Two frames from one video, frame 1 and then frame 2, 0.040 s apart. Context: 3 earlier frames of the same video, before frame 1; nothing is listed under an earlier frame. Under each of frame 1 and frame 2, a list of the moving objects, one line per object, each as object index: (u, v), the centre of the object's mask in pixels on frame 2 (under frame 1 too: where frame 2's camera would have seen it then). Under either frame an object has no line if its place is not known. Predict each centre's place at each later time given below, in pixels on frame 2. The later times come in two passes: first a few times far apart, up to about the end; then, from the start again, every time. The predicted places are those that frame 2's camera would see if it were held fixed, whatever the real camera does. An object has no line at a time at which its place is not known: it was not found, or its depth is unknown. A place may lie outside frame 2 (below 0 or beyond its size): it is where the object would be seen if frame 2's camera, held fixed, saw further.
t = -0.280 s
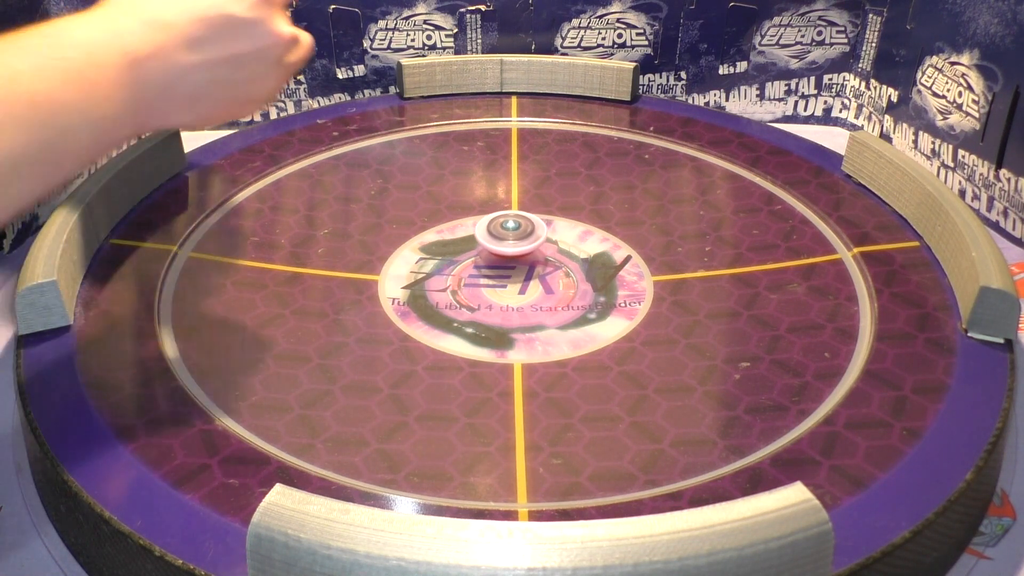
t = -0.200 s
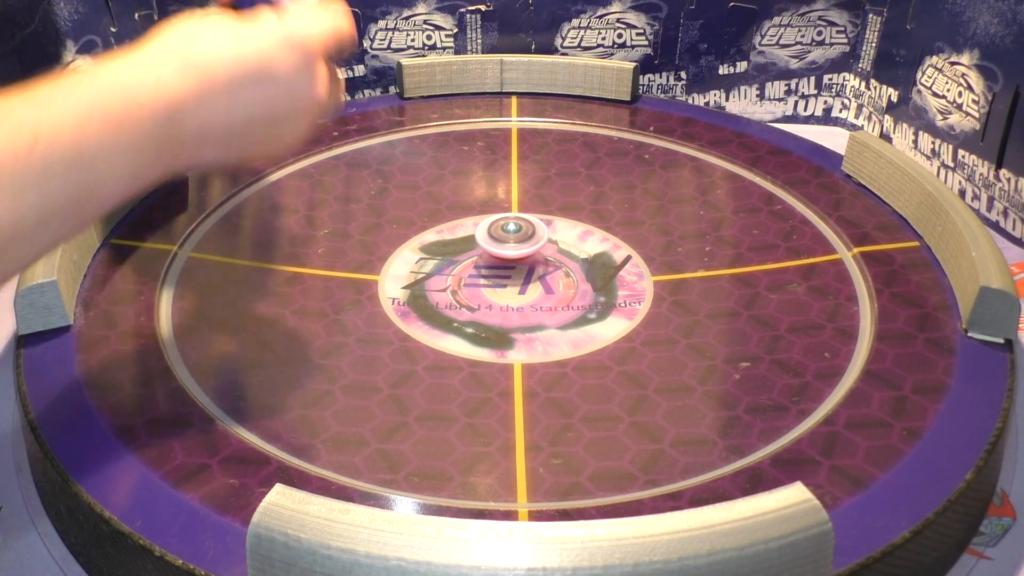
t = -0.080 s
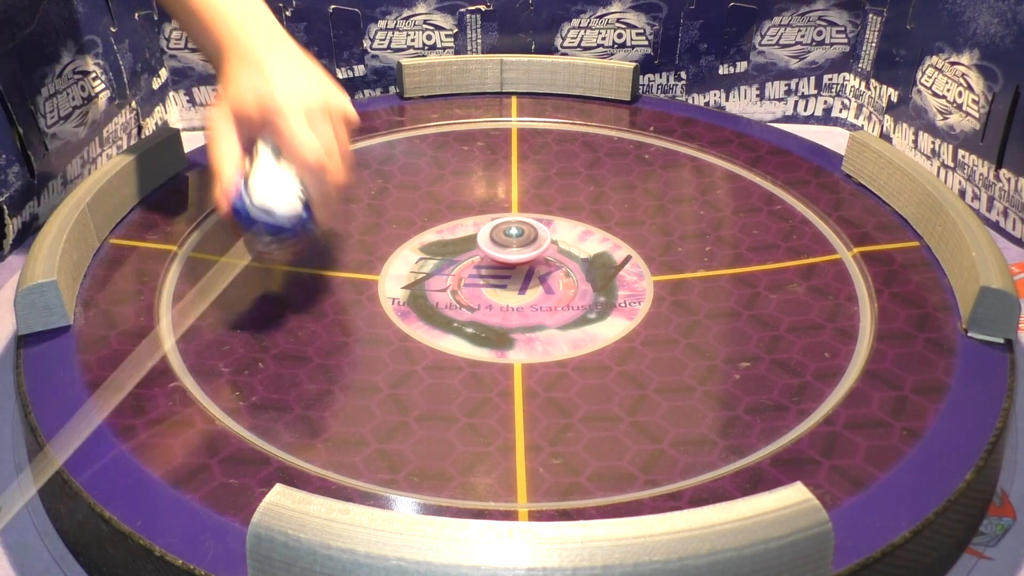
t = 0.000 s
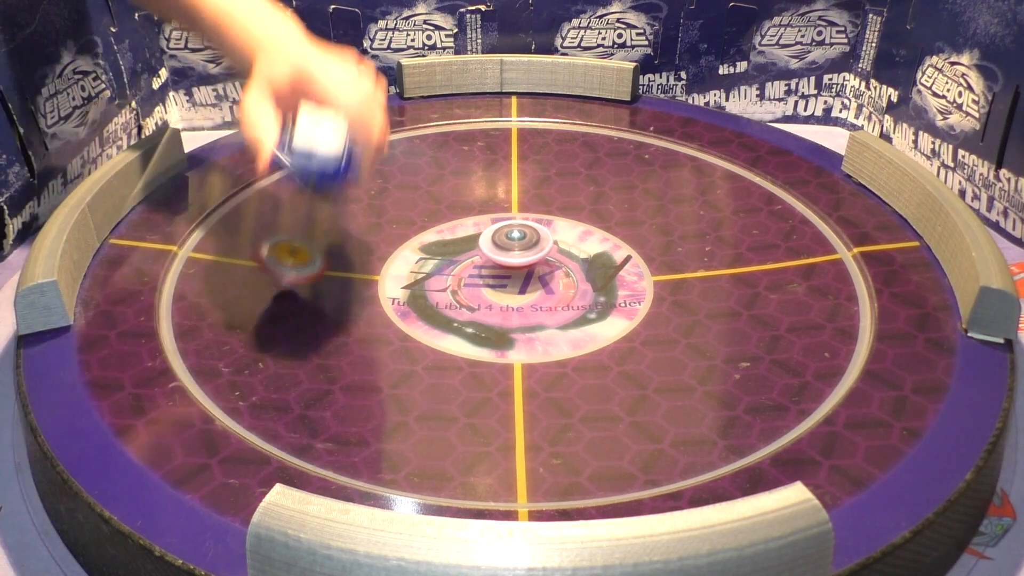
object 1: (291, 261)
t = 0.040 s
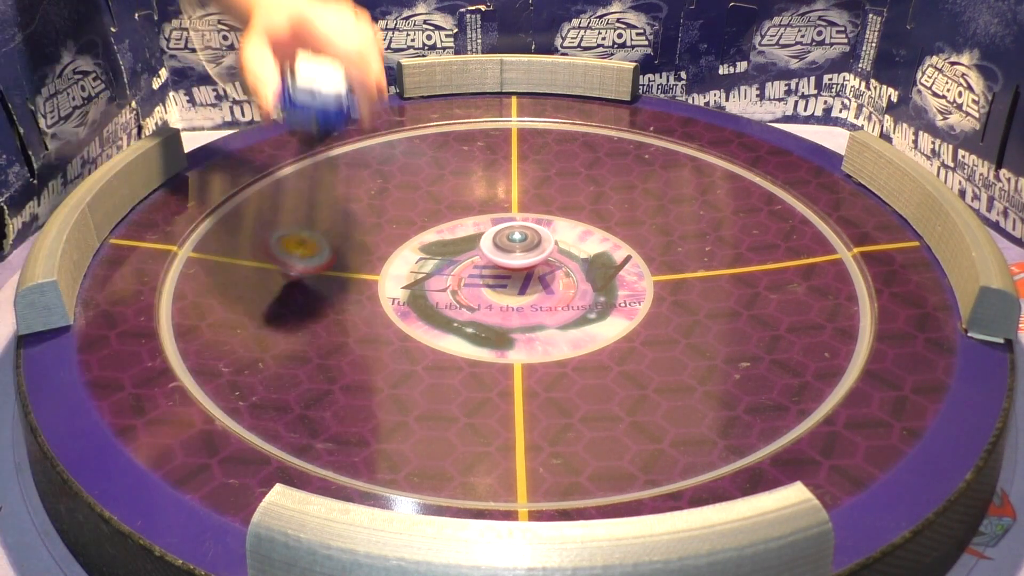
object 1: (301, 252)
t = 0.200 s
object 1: (351, 209)
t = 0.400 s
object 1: (429, 145)
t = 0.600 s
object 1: (482, 106)
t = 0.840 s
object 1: (537, 147)
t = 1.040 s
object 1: (573, 185)
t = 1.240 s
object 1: (596, 230)
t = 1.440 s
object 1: (644, 263)
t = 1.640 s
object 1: (733, 260)
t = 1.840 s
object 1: (776, 236)
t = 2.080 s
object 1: (763, 208)
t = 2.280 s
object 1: (737, 192)
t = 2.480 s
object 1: (703, 198)
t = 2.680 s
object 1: (683, 232)
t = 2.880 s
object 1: (679, 292)
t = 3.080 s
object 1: (707, 353)
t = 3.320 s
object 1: (757, 379)
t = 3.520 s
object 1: (730, 366)
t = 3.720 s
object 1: (660, 345)
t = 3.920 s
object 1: (560, 330)
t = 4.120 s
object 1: (459, 315)
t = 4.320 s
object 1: (387, 310)
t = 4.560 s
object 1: (329, 306)
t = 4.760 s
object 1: (334, 301)
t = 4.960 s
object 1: (361, 282)
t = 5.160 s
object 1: (394, 249)
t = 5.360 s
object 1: (433, 234)
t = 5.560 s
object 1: (467, 227)
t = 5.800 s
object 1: (492, 214)
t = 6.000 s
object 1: (506, 214)
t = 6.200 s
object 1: (525, 218)
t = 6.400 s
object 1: (555, 223)
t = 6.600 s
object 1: (582, 230)
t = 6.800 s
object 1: (600, 238)
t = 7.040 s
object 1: (604, 249)
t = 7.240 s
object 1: (595, 262)
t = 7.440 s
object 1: (579, 277)
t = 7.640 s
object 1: (566, 291)
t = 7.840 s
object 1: (551, 297)
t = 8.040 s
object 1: (530, 296)
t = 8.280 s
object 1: (492, 288)
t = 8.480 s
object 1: (465, 278)
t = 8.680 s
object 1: (447, 269)
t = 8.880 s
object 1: (444, 260)
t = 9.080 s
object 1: (437, 249)
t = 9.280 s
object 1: (442, 241)
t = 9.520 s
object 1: (468, 236)
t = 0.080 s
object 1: (311, 239)
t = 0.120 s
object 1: (325, 227)
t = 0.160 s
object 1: (336, 218)
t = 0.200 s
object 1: (351, 209)
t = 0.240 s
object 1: (367, 197)
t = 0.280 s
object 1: (384, 184)
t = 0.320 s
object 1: (401, 173)
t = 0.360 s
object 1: (415, 159)
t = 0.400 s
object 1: (429, 145)
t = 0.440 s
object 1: (442, 134)
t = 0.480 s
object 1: (454, 121)
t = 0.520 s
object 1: (464, 111)
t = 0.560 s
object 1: (472, 103)
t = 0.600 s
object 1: (482, 106)
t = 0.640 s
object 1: (492, 111)
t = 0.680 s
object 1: (501, 117)
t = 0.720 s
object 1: (511, 124)
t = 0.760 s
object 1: (520, 132)
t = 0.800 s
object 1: (528, 140)
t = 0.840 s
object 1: (537, 147)
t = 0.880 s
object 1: (544, 155)
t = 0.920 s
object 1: (552, 163)
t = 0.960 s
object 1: (559, 172)
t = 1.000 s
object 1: (566, 178)
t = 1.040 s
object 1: (573, 185)
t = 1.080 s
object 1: (579, 198)
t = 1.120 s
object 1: (584, 207)
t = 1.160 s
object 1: (589, 212)
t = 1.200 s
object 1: (593, 227)
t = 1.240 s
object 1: (596, 230)
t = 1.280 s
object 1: (598, 241)
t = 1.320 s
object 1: (599, 241)
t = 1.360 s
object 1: (603, 254)
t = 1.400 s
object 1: (624, 261)
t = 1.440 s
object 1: (644, 263)
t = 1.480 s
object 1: (665, 265)
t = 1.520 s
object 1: (683, 265)
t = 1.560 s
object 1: (701, 264)
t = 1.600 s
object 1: (718, 262)
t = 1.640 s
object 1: (733, 260)
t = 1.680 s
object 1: (747, 253)
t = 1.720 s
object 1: (758, 250)
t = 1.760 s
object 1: (767, 247)
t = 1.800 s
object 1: (772, 239)
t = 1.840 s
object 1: (776, 236)
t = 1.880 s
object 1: (777, 230)
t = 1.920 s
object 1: (777, 227)
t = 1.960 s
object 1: (774, 221)
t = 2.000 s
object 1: (771, 213)
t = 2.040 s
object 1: (767, 211)
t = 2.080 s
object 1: (763, 208)
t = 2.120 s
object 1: (759, 201)
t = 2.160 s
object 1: (753, 198)
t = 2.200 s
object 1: (747, 196)
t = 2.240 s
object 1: (742, 194)
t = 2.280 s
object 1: (737, 192)
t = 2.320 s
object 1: (729, 192)
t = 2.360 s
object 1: (722, 191)
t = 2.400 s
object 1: (715, 192)
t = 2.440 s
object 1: (709, 195)
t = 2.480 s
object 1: (703, 198)
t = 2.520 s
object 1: (698, 203)
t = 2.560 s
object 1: (693, 209)
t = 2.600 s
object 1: (690, 215)
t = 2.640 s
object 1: (686, 223)
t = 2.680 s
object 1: (683, 232)
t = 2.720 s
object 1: (681, 242)
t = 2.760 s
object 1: (679, 254)
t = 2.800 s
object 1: (678, 266)
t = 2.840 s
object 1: (678, 279)
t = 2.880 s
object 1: (679, 292)
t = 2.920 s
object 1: (681, 304)
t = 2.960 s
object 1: (684, 317)
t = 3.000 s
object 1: (690, 330)
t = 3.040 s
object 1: (698, 343)
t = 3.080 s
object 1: (707, 353)
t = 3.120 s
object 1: (719, 363)
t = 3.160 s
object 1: (731, 370)
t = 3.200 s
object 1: (742, 375)
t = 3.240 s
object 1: (750, 378)
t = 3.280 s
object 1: (755, 379)
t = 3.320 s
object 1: (757, 379)
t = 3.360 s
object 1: (757, 378)
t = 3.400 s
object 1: (754, 376)
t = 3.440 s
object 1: (748, 373)
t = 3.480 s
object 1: (739, 370)
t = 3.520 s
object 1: (730, 366)
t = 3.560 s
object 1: (718, 362)
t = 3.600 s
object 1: (705, 357)
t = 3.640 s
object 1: (691, 353)
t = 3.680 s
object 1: (675, 349)
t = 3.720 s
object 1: (660, 345)
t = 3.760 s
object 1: (643, 341)
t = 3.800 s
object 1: (625, 338)
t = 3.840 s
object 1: (605, 333)
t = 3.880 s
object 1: (583, 332)
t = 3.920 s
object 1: (560, 330)
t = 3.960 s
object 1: (537, 328)
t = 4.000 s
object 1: (515, 325)
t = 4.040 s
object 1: (494, 322)
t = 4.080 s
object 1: (475, 319)
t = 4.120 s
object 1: (459, 315)
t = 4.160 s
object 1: (445, 313)
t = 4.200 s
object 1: (429, 312)
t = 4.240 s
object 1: (414, 311)
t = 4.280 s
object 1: (400, 311)
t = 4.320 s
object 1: (387, 310)
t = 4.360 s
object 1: (373, 310)
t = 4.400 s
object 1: (361, 309)
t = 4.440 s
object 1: (351, 308)
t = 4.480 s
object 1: (342, 307)
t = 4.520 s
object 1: (334, 307)
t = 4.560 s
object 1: (329, 306)
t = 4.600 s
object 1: (326, 306)
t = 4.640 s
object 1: (326, 305)
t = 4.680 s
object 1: (327, 304)
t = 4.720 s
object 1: (330, 303)
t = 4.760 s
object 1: (334, 301)
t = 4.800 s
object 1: (339, 300)
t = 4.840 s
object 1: (344, 297)
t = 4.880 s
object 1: (349, 293)
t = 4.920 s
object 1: (355, 288)
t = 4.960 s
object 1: (361, 282)
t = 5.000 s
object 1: (367, 275)
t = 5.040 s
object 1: (373, 268)
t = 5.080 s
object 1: (380, 261)
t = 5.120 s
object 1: (387, 255)
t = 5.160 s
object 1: (394, 249)
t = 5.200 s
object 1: (401, 243)
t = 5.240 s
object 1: (409, 239)
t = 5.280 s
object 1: (416, 236)
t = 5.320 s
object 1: (425, 235)
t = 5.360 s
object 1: (433, 234)
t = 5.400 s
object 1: (441, 234)
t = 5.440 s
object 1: (449, 233)
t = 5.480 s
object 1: (455, 231)
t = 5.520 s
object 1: (462, 229)
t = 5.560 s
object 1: (467, 227)
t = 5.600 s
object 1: (473, 224)
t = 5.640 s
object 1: (477, 222)
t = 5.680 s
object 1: (481, 220)
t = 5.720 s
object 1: (485, 217)
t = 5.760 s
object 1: (489, 215)
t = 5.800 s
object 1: (492, 214)
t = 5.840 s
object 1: (496, 213)
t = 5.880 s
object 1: (498, 212)
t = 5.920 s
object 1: (501, 213)
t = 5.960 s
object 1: (504, 213)
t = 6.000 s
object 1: (506, 214)
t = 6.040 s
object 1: (509, 215)
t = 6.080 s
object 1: (511, 218)
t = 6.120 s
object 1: (514, 219)
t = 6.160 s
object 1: (519, 219)
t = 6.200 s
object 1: (525, 218)
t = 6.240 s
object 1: (532, 219)
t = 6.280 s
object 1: (538, 219)
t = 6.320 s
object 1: (544, 220)
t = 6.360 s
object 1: (550, 222)
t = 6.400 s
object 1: (555, 223)
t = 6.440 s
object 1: (561, 224)
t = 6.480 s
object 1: (566, 226)
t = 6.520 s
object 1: (572, 226)
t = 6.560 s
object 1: (577, 229)
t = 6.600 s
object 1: (582, 230)
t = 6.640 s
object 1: (586, 231)
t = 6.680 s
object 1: (590, 233)
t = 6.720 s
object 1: (594, 235)
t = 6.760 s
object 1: (597, 236)
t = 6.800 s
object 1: (600, 238)
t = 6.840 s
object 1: (602, 241)
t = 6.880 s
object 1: (603, 242)
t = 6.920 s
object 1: (605, 245)
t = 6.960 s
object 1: (605, 245)
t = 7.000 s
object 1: (605, 247)
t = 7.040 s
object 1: (604, 249)
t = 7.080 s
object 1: (604, 251)
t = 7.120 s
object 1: (602, 254)
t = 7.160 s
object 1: (601, 256)
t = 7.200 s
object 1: (598, 258)
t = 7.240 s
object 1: (595, 262)
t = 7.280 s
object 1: (591, 265)
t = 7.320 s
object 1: (587, 268)
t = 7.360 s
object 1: (583, 270)
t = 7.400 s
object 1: (581, 274)
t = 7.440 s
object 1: (579, 277)
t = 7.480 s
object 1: (577, 280)
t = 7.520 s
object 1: (574, 283)
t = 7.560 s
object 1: (572, 285)
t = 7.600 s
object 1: (569, 289)
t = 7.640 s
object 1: (566, 291)
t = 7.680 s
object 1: (563, 292)
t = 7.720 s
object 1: (560, 294)
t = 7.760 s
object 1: (557, 296)
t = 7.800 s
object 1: (555, 296)
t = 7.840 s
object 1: (551, 297)
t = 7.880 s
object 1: (548, 297)
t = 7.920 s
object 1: (544, 297)
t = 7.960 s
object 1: (540, 297)
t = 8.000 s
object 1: (535, 296)
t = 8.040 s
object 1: (530, 296)
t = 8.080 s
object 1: (524, 295)
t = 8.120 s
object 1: (518, 294)
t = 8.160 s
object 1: (511, 293)
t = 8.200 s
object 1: (506, 292)
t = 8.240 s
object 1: (499, 290)
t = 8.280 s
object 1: (492, 288)
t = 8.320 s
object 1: (485, 285)
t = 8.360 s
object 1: (480, 284)
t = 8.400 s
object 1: (475, 282)
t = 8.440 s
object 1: (470, 280)
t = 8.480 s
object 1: (465, 278)
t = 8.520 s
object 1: (460, 276)
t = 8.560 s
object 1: (457, 274)
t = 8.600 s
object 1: (452, 273)
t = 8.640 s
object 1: (449, 271)
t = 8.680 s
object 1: (447, 269)
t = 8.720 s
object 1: (445, 268)
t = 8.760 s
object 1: (444, 266)
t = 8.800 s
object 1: (443, 263)
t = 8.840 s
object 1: (443, 262)
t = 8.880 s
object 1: (444, 260)
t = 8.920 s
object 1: (445, 259)
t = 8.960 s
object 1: (445, 256)
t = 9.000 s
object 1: (441, 253)
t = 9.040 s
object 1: (439, 252)
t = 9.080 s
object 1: (437, 249)
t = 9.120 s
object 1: (436, 247)
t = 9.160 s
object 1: (436, 245)
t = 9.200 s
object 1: (437, 244)
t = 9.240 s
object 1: (439, 243)
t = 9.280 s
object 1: (442, 241)
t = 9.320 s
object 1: (445, 241)
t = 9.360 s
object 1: (448, 240)
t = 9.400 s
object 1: (453, 239)
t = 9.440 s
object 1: (458, 238)
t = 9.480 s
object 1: (463, 237)
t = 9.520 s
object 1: (468, 236)
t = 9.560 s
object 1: (475, 236)
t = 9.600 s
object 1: (481, 235)
